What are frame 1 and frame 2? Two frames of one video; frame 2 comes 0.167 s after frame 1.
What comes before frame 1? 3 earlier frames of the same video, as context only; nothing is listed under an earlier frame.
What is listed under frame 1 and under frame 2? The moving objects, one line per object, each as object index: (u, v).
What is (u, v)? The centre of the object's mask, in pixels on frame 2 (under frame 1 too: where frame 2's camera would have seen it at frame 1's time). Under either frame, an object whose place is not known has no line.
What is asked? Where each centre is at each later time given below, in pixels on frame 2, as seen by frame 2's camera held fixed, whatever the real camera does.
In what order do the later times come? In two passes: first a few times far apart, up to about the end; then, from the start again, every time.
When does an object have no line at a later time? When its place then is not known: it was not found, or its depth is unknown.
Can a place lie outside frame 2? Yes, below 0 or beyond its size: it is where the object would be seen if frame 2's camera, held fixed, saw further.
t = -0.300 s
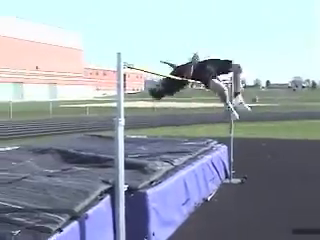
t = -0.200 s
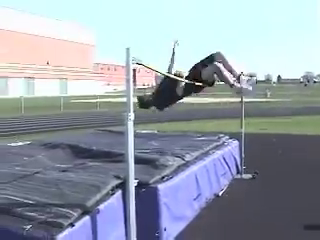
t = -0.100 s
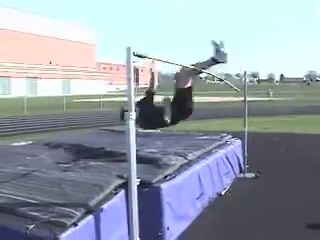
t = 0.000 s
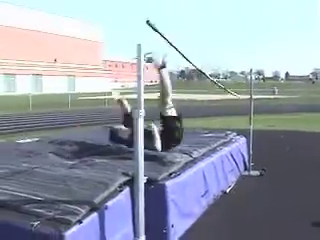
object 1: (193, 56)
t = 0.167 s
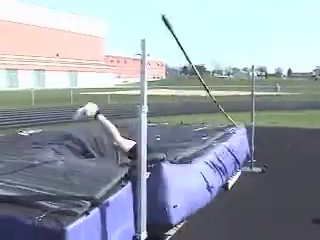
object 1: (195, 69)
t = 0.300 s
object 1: (196, 92)
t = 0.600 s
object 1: (204, 180)
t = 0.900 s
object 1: (203, 201)
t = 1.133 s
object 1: (224, 205)
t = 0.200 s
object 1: (194, 72)
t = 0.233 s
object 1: (194, 79)
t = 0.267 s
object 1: (195, 85)
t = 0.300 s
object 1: (196, 92)
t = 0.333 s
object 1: (197, 100)
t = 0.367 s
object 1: (195, 108)
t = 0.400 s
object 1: (195, 118)
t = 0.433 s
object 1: (198, 128)
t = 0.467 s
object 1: (197, 140)
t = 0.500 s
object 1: (195, 155)
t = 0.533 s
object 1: (194, 169)
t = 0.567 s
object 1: (197, 179)
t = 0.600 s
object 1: (204, 180)
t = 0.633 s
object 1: (211, 178)
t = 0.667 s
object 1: (214, 177)
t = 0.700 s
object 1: (216, 179)
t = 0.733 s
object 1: (211, 185)
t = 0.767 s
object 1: (207, 192)
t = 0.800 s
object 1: (204, 196)
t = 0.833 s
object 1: (204, 197)
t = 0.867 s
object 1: (203, 198)
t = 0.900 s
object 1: (203, 201)
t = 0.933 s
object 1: (204, 204)
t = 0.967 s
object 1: (202, 208)
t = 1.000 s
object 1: (202, 212)
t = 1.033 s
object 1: (208, 213)
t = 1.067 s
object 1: (218, 208)
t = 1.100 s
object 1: (223, 206)
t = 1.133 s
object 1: (224, 205)
